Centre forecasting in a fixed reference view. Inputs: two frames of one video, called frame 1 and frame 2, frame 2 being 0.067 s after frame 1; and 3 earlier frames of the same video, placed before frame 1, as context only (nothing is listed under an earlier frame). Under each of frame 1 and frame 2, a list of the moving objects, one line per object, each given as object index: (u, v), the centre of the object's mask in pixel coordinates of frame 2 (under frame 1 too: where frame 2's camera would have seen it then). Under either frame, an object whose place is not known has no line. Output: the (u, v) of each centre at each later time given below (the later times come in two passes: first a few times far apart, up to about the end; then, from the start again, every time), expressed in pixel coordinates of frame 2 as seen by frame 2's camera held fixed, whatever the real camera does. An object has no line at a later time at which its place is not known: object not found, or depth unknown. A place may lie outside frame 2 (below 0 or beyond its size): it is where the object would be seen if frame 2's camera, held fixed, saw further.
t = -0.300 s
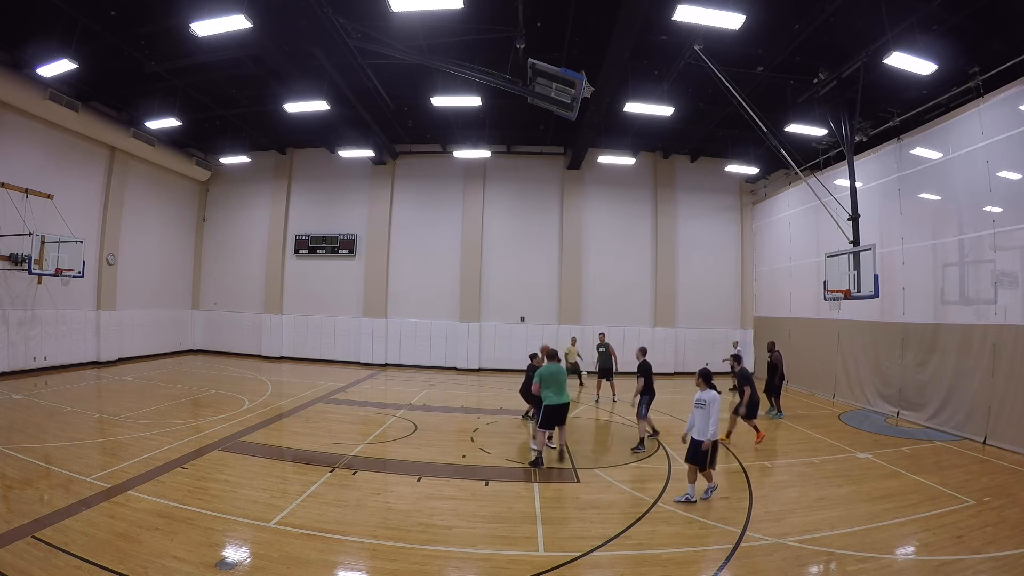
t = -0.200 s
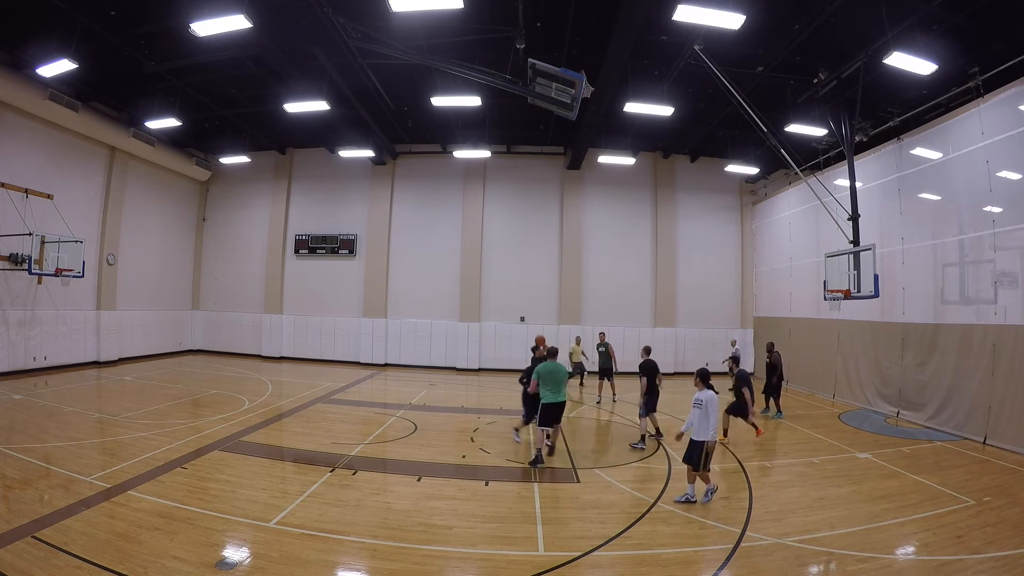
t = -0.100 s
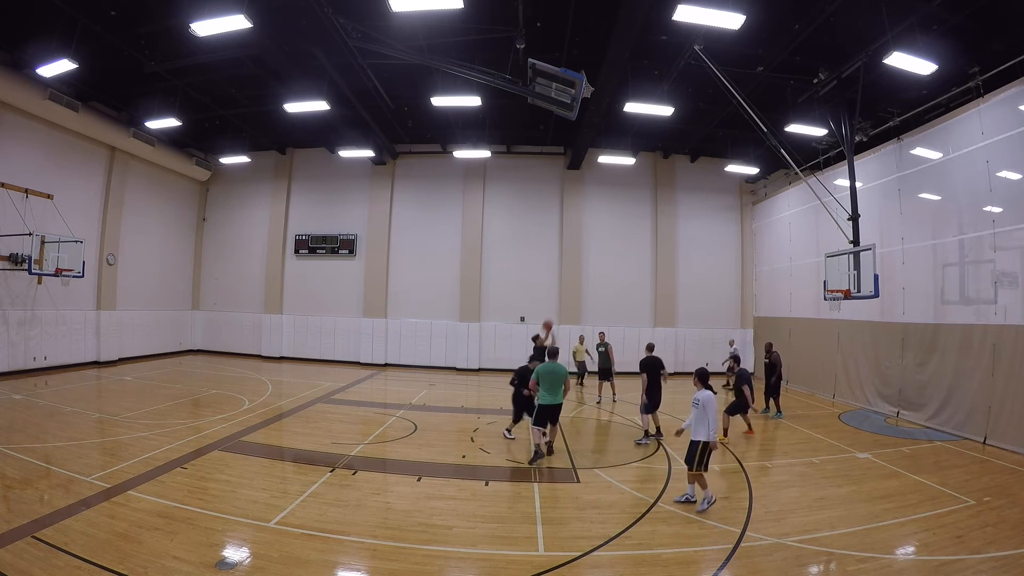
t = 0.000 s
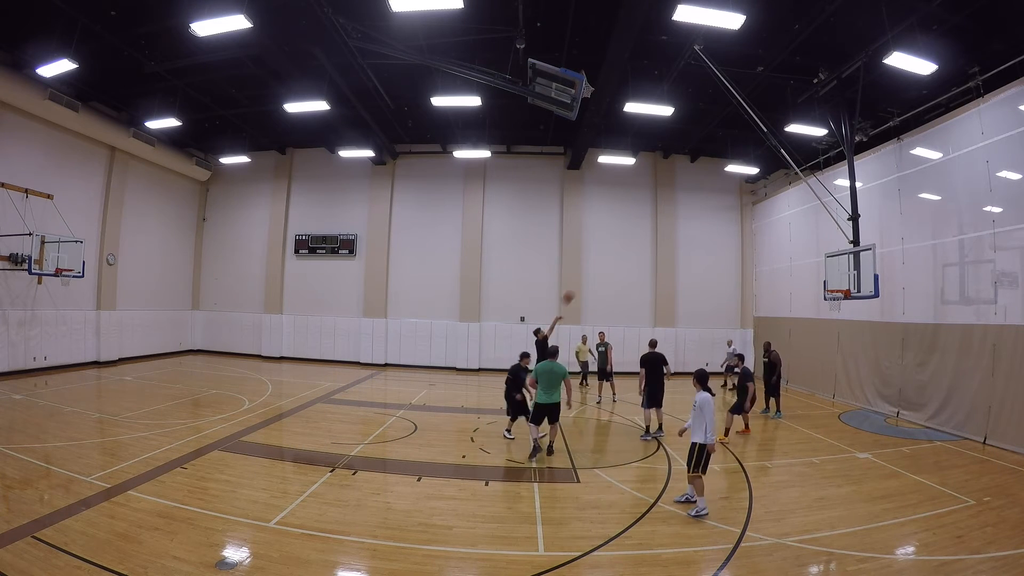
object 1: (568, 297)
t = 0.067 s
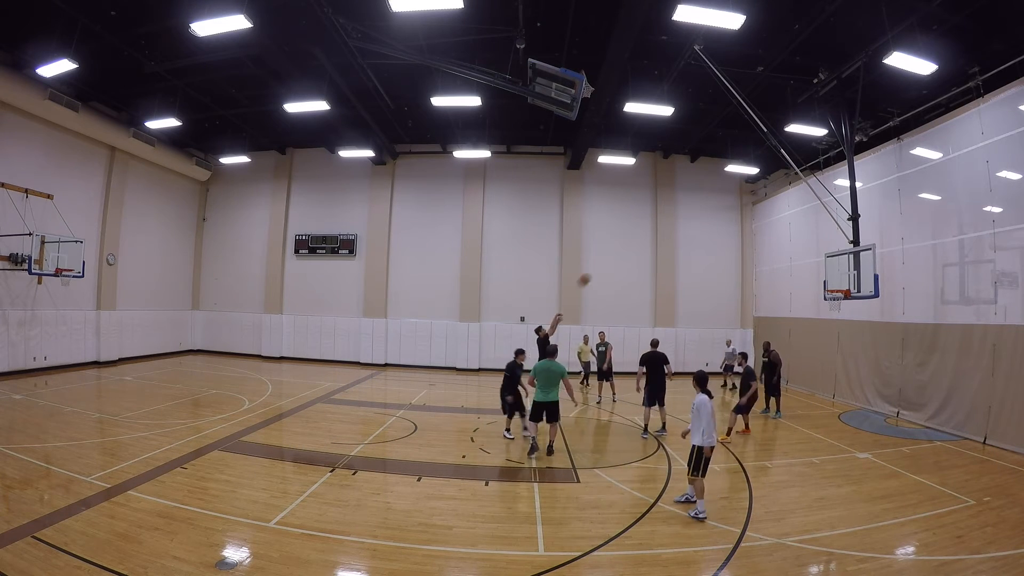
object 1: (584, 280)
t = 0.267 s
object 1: (632, 239)
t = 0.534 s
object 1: (693, 213)
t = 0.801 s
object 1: (751, 220)
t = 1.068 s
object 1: (806, 259)
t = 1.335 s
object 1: (848, 307)
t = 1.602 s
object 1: (865, 339)
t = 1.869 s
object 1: (880, 399)
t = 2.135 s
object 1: (883, 389)
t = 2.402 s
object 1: (881, 363)
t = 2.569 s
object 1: (879, 362)
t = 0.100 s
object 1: (592, 272)
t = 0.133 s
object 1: (600, 264)
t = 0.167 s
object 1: (608, 257)
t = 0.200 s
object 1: (617, 250)
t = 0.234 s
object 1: (624, 244)
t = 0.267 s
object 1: (632, 239)
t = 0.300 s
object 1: (640, 234)
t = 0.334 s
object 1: (647, 230)
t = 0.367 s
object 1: (655, 226)
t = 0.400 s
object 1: (663, 222)
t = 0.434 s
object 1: (671, 219)
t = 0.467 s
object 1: (678, 217)
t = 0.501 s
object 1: (686, 215)
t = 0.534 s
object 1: (693, 213)
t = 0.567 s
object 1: (701, 212)
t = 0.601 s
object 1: (708, 212)
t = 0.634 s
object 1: (715, 212)
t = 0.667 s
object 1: (722, 213)
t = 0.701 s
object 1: (729, 214)
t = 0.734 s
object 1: (736, 216)
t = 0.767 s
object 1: (744, 218)
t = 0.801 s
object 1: (751, 220)
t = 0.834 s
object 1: (758, 223)
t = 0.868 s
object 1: (765, 227)
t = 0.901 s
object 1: (772, 231)
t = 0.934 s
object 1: (779, 236)
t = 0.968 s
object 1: (786, 241)
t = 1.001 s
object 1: (793, 246)
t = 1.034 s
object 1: (799, 252)
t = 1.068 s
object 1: (806, 259)
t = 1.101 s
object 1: (813, 266)
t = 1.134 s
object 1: (819, 274)
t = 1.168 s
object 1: (826, 282)
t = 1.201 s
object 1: (832, 289)
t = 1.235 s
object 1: (838, 299)
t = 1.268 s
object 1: (843, 303)
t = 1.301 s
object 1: (845, 305)
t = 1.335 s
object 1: (848, 307)
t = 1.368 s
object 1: (850, 309)
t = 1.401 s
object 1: (852, 312)
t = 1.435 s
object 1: (854, 315)
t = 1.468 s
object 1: (857, 319)
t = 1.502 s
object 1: (859, 323)
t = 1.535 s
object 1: (861, 328)
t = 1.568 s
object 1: (863, 333)
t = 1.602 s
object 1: (865, 339)
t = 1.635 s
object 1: (867, 345)
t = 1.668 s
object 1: (869, 351)
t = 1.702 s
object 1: (871, 358)
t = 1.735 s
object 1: (873, 366)
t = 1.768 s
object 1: (875, 374)
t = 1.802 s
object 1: (877, 382)
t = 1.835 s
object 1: (878, 391)
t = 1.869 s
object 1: (880, 399)
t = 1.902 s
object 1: (881, 409)
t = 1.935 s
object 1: (883, 420)
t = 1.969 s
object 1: (883, 420)
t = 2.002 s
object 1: (883, 412)
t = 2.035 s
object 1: (883, 406)
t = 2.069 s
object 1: (883, 399)
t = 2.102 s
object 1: (883, 394)
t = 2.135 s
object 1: (883, 389)
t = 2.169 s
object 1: (883, 384)
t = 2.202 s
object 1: (883, 379)
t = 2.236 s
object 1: (883, 375)
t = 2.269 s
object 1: (883, 372)
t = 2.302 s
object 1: (882, 369)
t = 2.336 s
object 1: (882, 367)
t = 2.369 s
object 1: (882, 364)
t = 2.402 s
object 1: (881, 363)
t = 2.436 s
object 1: (881, 362)
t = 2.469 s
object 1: (880, 361)
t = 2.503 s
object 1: (880, 361)
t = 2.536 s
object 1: (879, 362)
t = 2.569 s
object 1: (879, 362)
